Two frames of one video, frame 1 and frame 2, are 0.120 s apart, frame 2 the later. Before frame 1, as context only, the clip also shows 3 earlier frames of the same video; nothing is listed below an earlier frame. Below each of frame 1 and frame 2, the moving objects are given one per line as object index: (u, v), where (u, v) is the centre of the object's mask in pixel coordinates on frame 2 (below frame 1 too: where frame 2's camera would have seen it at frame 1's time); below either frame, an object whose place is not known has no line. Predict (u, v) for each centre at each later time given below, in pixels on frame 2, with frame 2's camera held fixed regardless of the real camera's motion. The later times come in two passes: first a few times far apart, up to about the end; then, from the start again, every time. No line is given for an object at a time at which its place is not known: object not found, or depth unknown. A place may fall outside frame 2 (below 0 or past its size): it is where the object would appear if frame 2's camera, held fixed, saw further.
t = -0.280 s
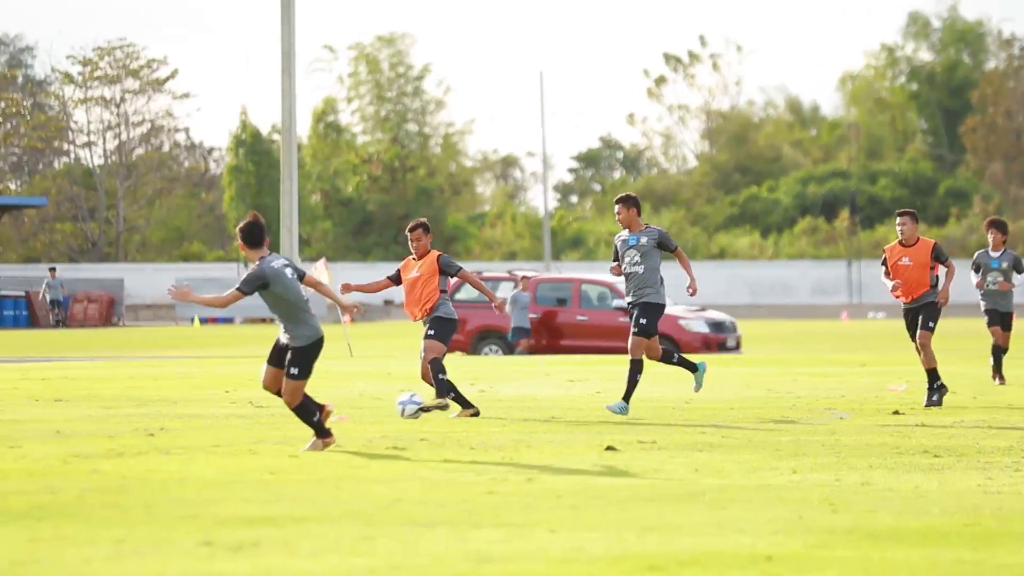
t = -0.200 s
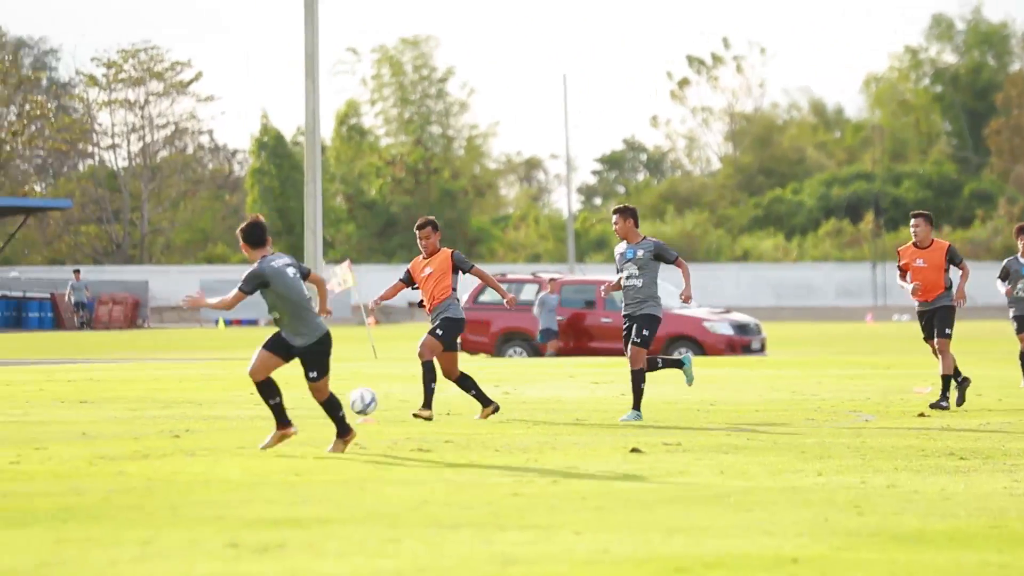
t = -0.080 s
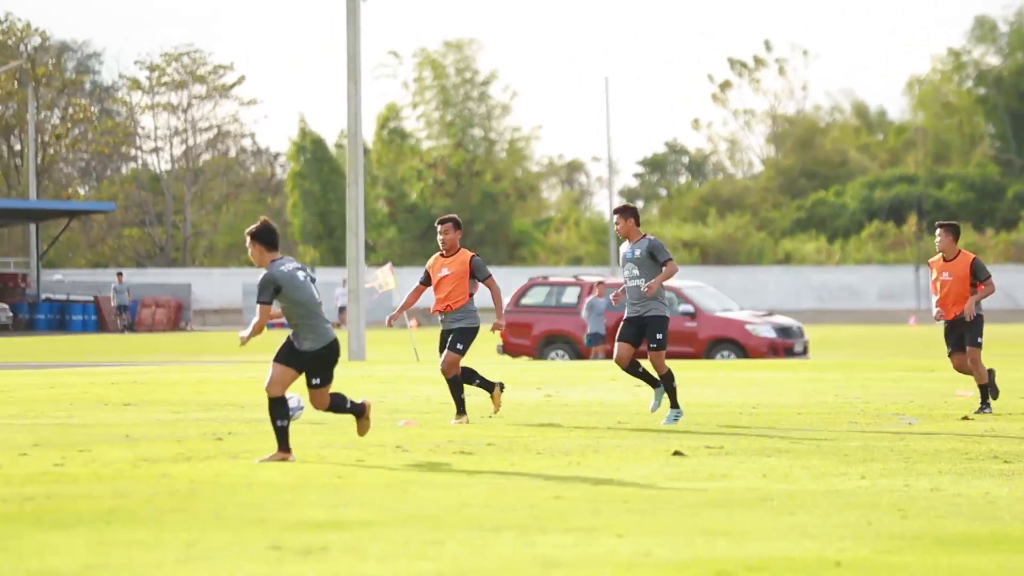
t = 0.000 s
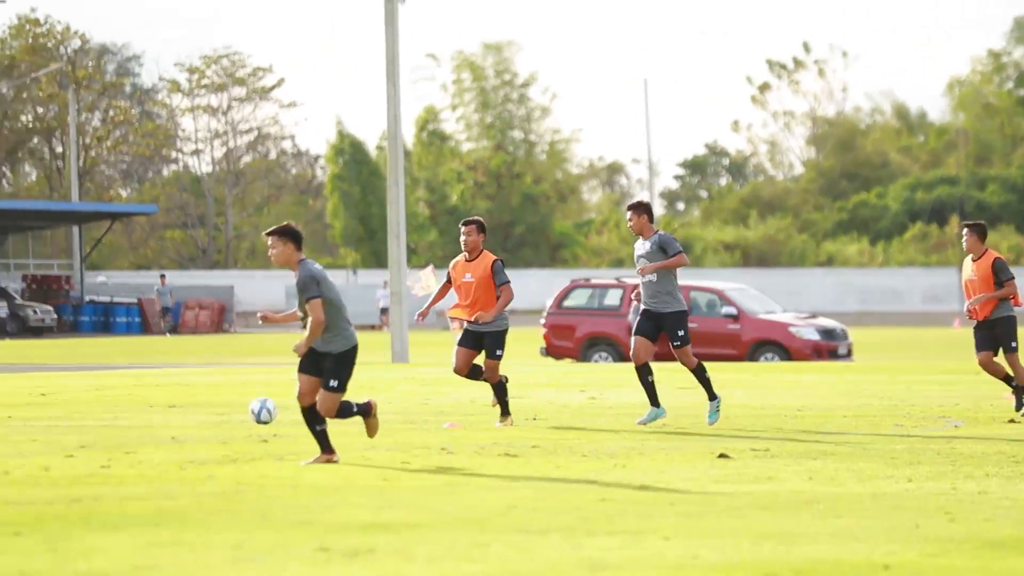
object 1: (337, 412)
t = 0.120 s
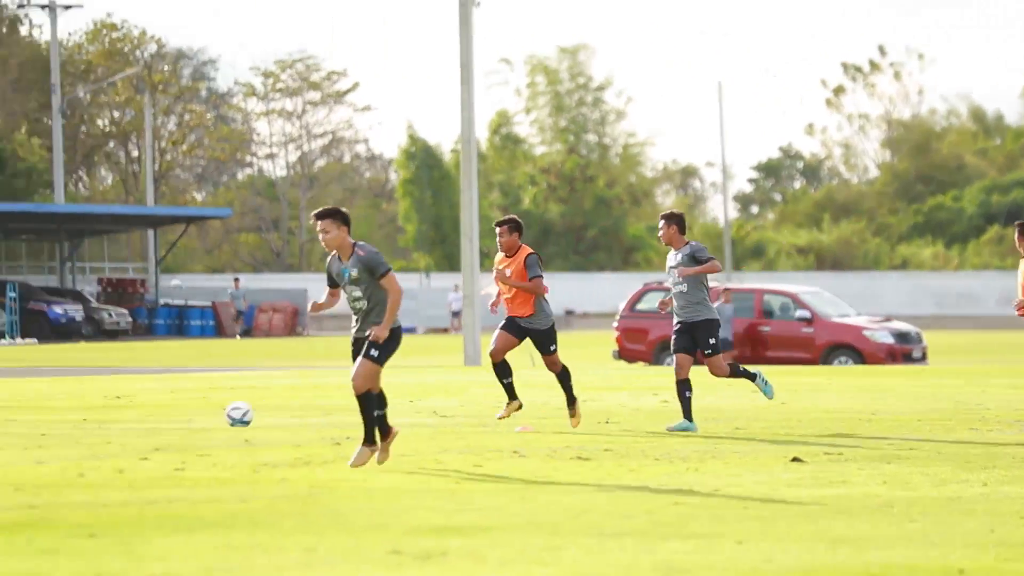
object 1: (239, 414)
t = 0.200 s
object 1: (179, 411)
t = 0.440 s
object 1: (27, 414)
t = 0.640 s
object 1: (-81, 414)
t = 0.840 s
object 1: (-186, 415)
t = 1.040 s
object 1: (-290, 418)
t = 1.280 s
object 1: (-411, 421)
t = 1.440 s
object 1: (-495, 424)
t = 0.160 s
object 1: (209, 413)
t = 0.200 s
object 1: (179, 411)
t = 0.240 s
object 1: (151, 412)
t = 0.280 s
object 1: (124, 414)
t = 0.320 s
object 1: (99, 413)
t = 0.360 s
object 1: (75, 412)
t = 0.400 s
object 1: (51, 412)
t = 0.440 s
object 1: (27, 414)
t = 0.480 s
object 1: (4, 414)
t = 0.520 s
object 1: (-18, 413)
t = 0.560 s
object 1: (-39, 414)
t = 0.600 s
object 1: (-61, 414)
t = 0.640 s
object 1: (-81, 414)
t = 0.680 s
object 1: (-102, 415)
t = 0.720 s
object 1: (-123, 415)
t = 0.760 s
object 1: (-144, 415)
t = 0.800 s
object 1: (-165, 416)
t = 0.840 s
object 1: (-186, 415)
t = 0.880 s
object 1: (-207, 415)
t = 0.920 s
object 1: (-228, 416)
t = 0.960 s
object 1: (-248, 416)
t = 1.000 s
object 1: (-270, 417)
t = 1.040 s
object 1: (-290, 418)
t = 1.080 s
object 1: (-310, 418)
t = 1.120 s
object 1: (-331, 419)
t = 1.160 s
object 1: (-351, 420)
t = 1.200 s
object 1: (-371, 420)
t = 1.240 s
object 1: (-391, 420)
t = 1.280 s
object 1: (-411, 421)
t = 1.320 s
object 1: (-432, 422)
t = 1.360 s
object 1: (-453, 421)
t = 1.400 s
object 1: (-473, 421)
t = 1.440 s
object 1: (-495, 424)
